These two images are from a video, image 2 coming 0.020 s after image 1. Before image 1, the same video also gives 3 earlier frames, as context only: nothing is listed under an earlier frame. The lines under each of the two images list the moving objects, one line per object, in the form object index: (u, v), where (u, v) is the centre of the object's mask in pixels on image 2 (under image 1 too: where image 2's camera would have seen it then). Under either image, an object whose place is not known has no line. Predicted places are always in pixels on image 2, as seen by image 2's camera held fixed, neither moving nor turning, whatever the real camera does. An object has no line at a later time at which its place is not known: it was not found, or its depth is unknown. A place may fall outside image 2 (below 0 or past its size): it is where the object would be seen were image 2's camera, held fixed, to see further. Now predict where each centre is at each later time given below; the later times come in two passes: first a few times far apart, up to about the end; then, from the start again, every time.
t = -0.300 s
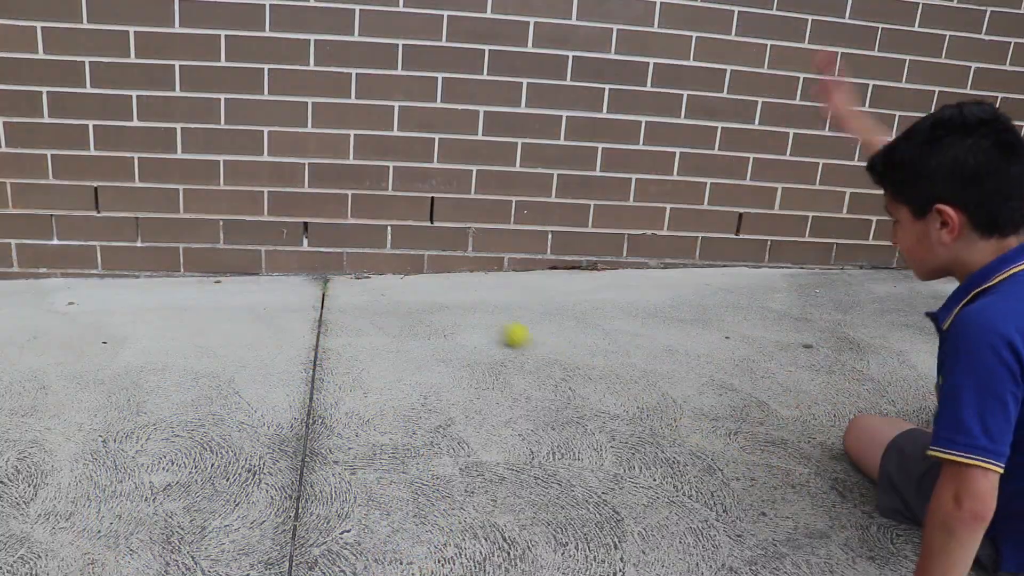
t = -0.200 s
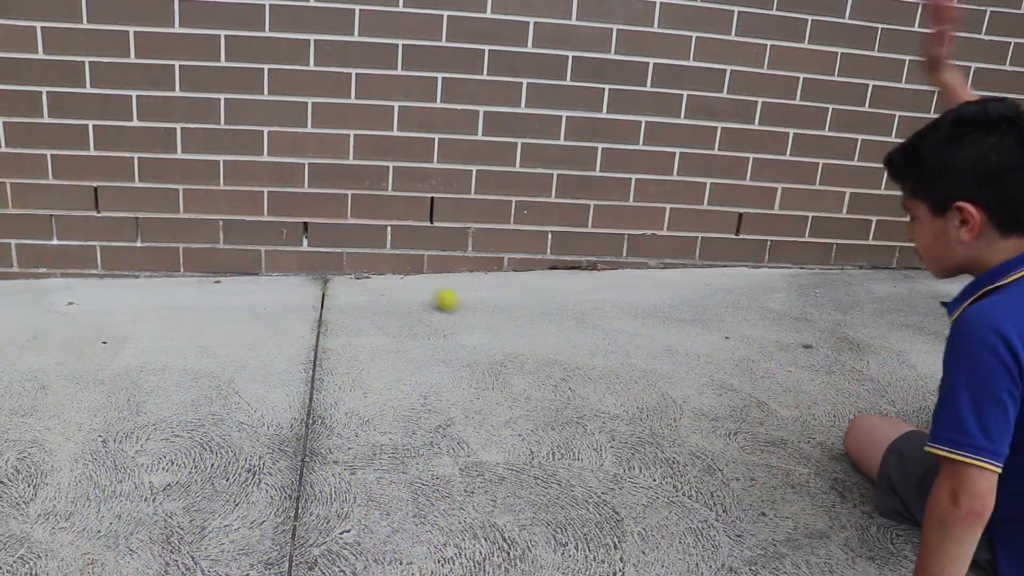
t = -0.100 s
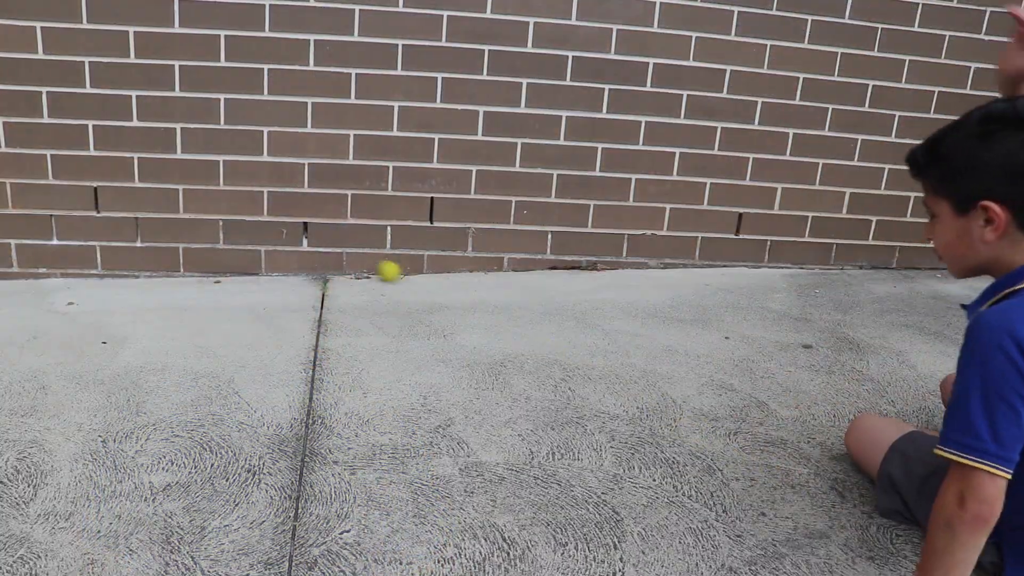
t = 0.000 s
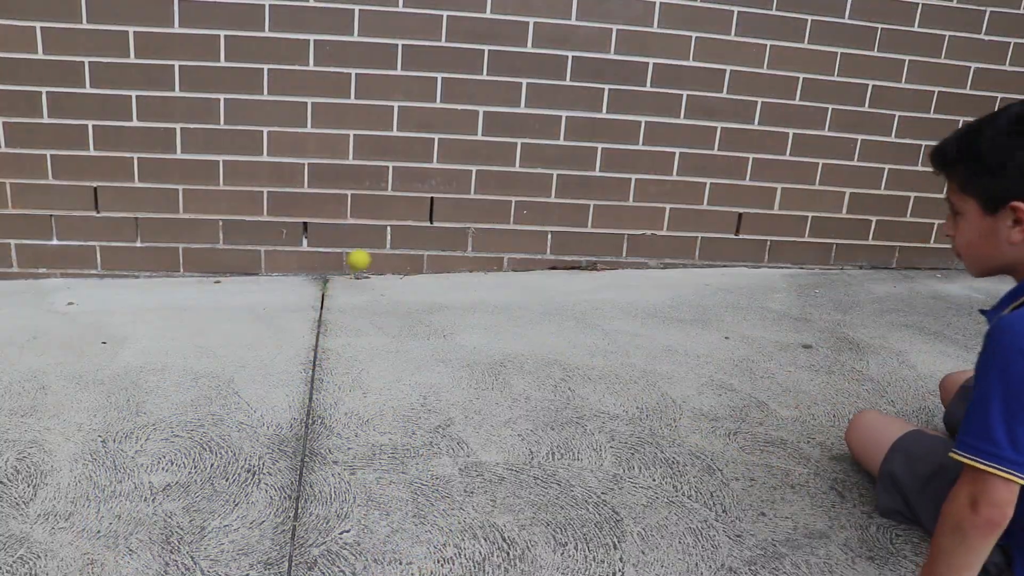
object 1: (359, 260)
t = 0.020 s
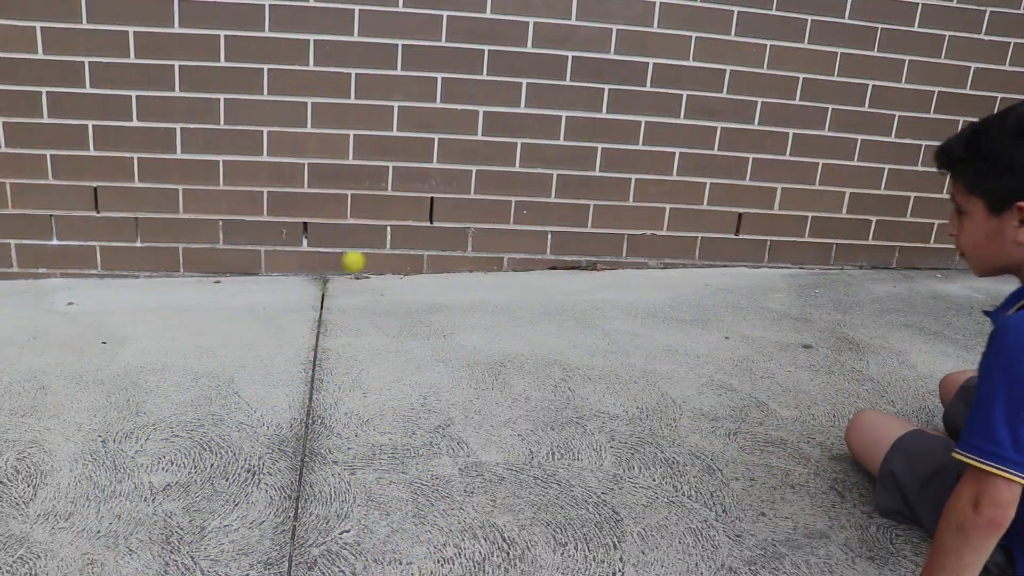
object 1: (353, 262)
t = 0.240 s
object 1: (274, 330)
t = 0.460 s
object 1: (170, 368)
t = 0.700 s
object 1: (16, 419)
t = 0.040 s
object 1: (348, 264)
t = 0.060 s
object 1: (342, 269)
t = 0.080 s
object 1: (335, 277)
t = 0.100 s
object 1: (329, 285)
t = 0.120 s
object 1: (322, 296)
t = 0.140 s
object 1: (314, 309)
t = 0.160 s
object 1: (307, 324)
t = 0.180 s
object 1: (299, 340)
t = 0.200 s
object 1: (291, 337)
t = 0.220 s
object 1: (283, 333)
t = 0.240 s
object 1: (274, 330)
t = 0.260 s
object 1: (266, 329)
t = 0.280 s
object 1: (257, 330)
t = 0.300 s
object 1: (248, 332)
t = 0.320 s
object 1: (239, 336)
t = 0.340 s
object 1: (231, 342)
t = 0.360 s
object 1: (221, 349)
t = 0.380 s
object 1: (211, 359)
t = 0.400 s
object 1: (202, 371)
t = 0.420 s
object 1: (193, 374)
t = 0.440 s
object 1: (181, 370)
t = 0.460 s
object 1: (170, 368)
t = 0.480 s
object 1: (158, 369)
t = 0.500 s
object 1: (146, 371)
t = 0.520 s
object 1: (135, 375)
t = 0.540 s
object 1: (123, 381)
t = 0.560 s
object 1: (112, 389)
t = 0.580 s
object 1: (100, 399)
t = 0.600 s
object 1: (87, 411)
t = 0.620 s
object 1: (74, 414)
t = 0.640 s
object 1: (59, 412)
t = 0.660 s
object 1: (44, 412)
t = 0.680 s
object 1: (29, 414)
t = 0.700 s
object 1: (16, 419)
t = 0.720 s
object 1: (8, 424)
